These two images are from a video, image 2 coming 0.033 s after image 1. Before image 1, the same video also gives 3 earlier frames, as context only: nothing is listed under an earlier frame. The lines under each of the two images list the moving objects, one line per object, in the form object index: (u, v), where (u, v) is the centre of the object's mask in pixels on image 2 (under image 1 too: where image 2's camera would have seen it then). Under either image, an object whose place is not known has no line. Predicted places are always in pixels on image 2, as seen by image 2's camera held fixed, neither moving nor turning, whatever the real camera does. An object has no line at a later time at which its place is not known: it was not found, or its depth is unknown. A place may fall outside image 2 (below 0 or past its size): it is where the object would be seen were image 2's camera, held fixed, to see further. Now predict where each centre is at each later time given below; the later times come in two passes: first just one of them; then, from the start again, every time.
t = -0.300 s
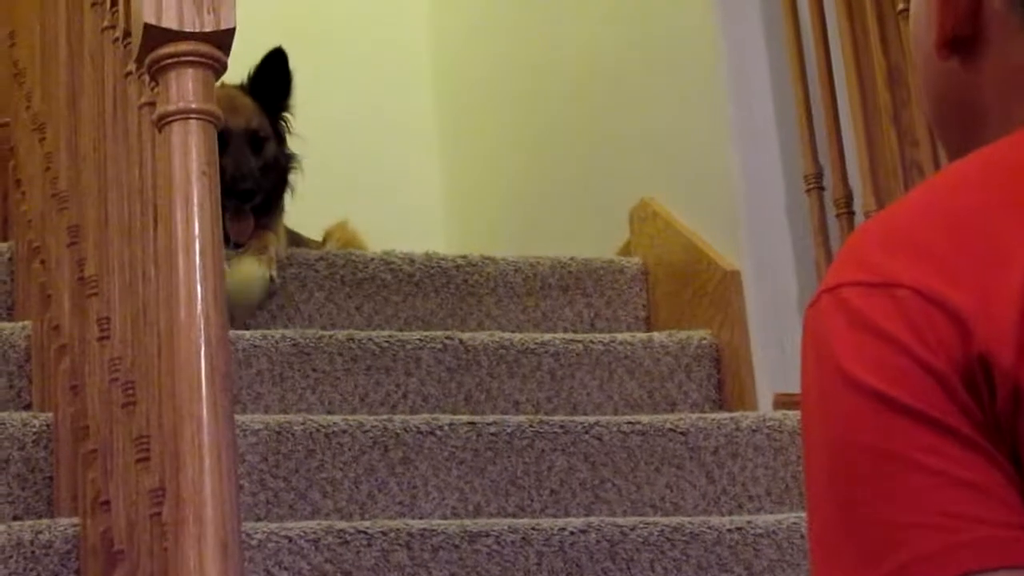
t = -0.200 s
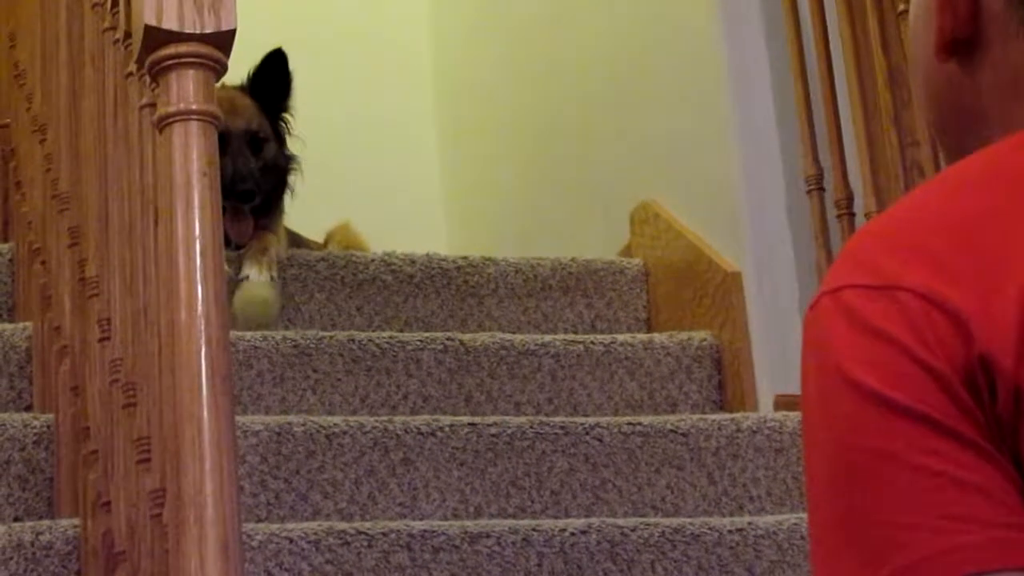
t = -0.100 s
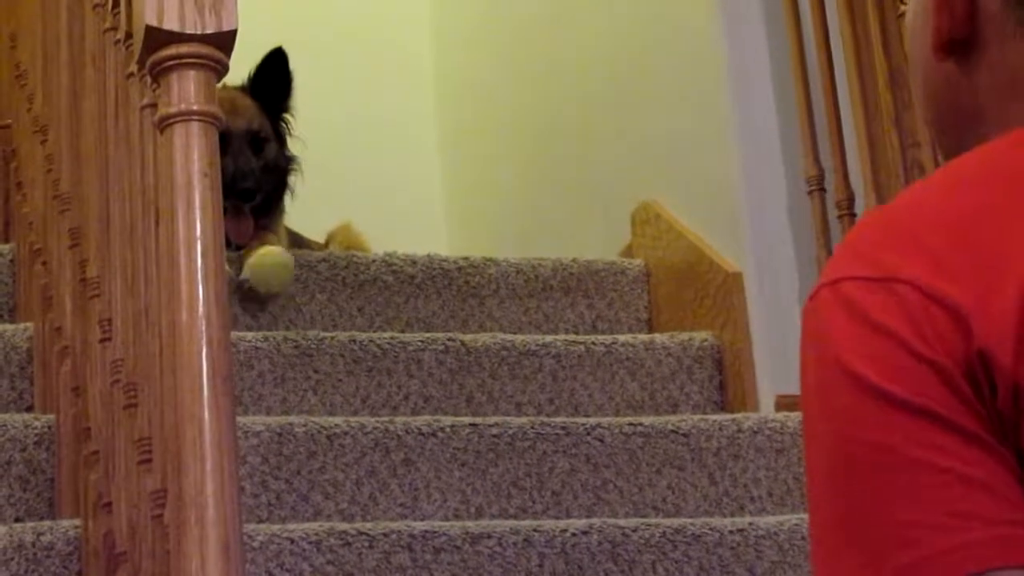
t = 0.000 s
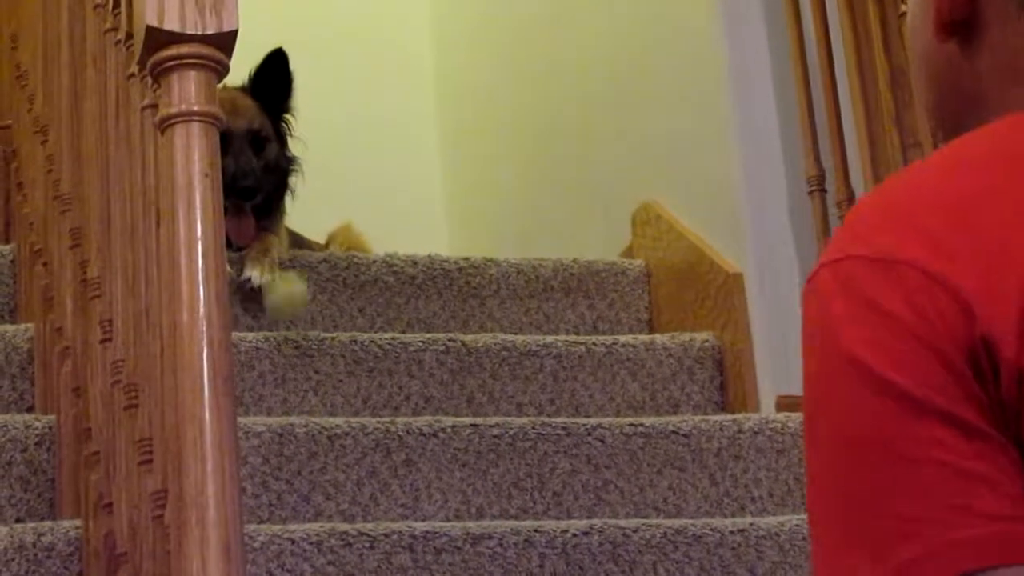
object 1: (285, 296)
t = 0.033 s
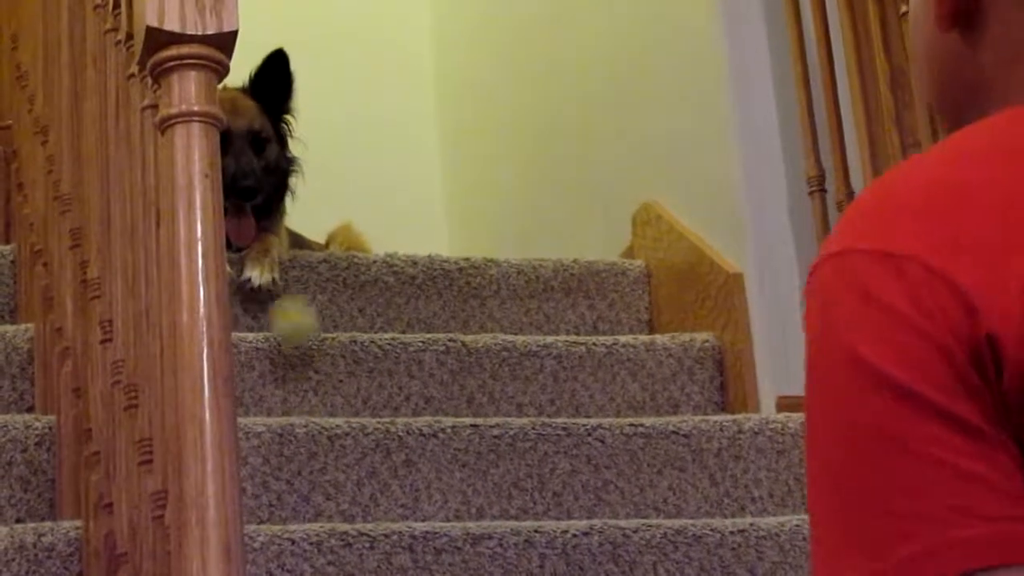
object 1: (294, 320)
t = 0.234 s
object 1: (324, 332)
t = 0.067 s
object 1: (303, 370)
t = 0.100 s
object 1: (309, 394)
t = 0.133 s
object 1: (313, 395)
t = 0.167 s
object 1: (317, 381)
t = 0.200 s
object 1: (321, 348)
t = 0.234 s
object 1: (324, 332)
